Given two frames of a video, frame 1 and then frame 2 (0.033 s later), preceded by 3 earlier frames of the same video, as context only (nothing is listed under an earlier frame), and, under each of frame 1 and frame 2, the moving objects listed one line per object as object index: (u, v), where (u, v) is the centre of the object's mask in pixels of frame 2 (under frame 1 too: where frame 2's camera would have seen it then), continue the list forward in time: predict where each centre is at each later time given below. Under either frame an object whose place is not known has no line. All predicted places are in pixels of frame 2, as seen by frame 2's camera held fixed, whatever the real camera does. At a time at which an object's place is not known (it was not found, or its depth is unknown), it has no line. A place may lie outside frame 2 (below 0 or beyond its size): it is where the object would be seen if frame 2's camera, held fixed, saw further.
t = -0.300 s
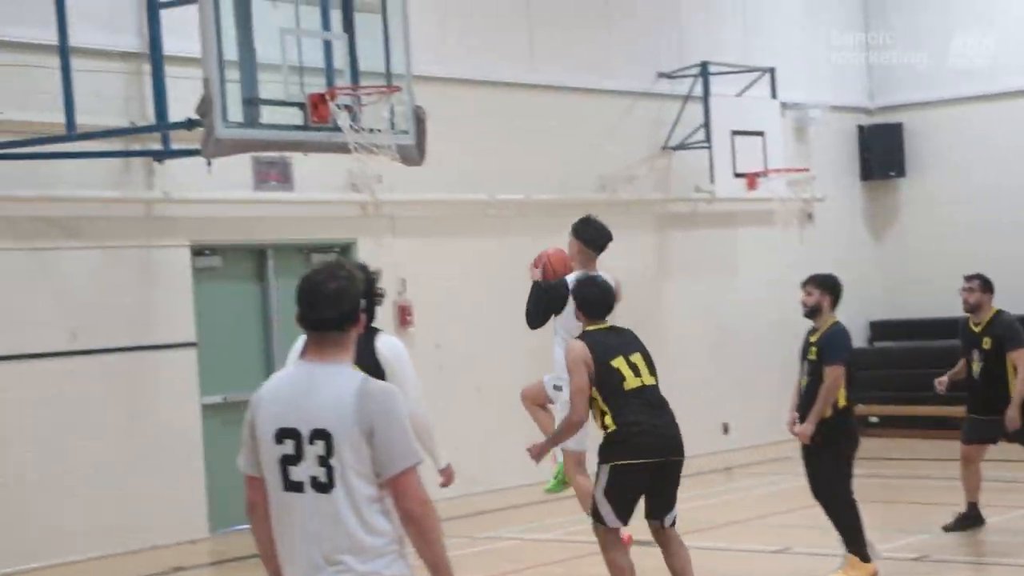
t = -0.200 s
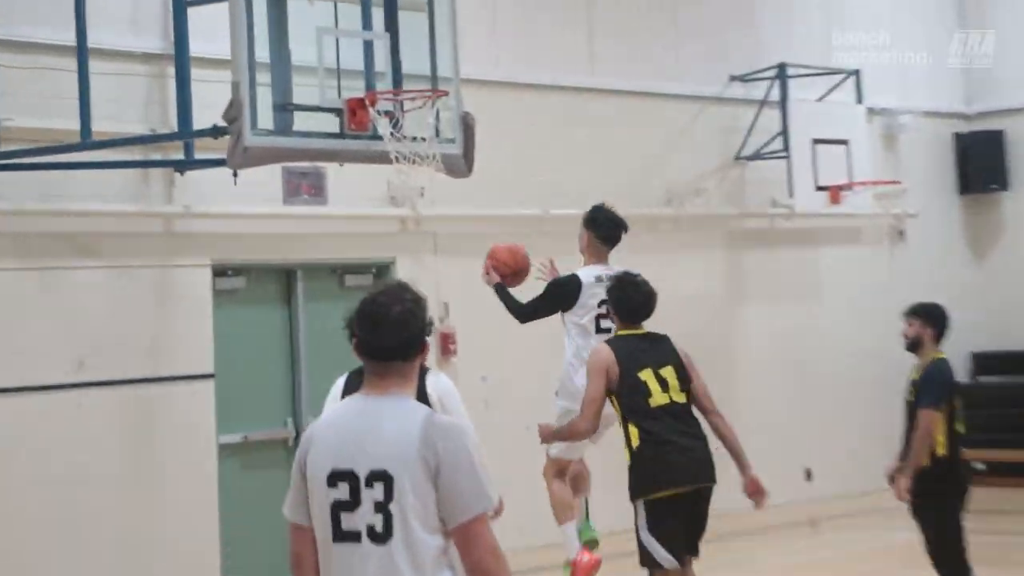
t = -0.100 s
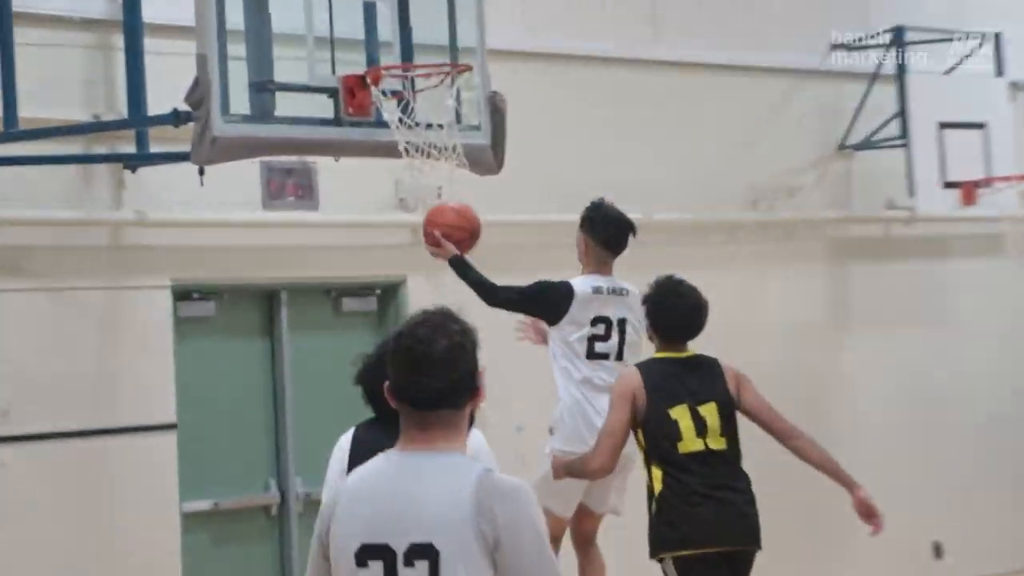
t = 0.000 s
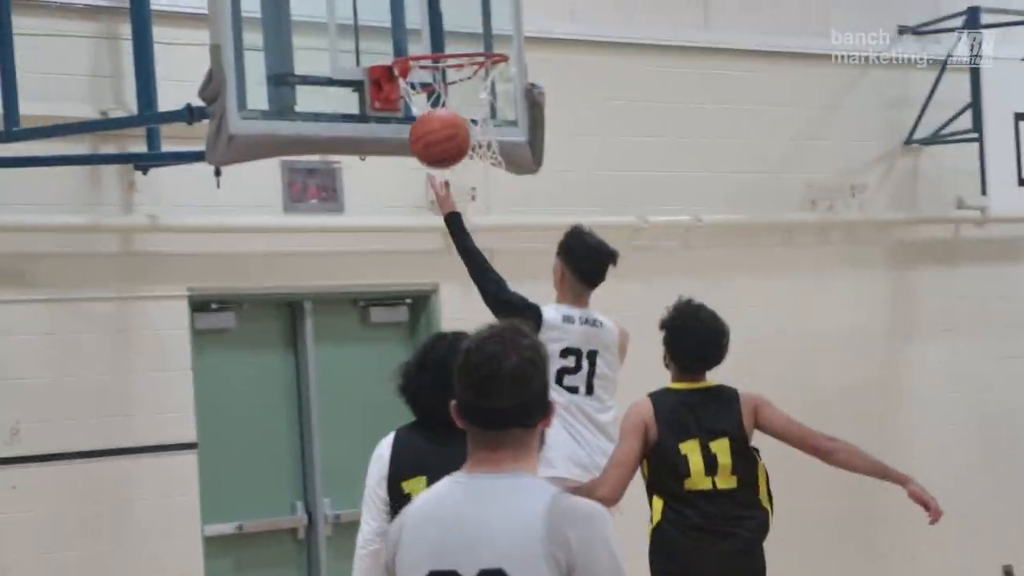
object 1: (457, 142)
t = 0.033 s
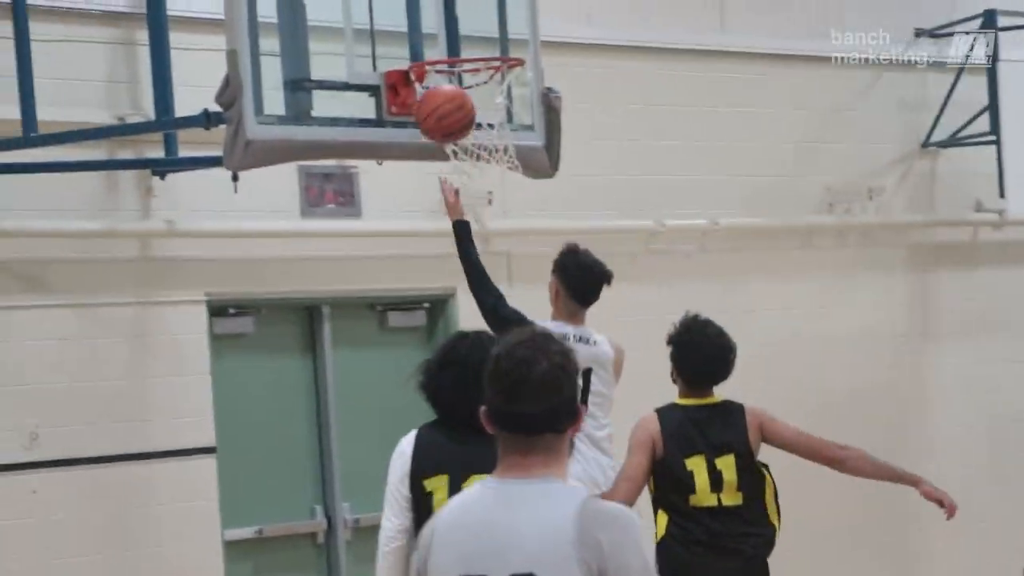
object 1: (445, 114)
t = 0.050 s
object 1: (439, 101)
